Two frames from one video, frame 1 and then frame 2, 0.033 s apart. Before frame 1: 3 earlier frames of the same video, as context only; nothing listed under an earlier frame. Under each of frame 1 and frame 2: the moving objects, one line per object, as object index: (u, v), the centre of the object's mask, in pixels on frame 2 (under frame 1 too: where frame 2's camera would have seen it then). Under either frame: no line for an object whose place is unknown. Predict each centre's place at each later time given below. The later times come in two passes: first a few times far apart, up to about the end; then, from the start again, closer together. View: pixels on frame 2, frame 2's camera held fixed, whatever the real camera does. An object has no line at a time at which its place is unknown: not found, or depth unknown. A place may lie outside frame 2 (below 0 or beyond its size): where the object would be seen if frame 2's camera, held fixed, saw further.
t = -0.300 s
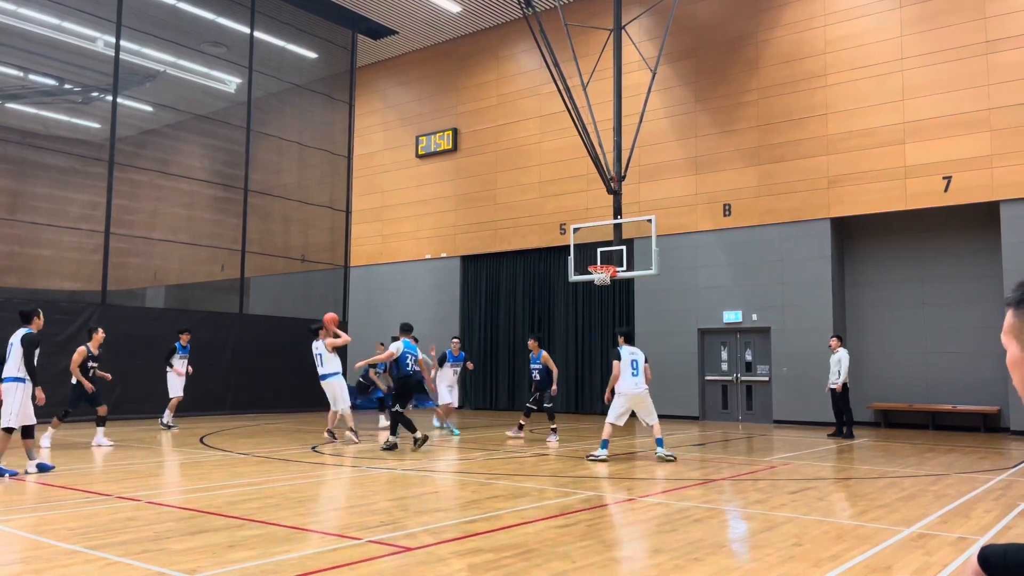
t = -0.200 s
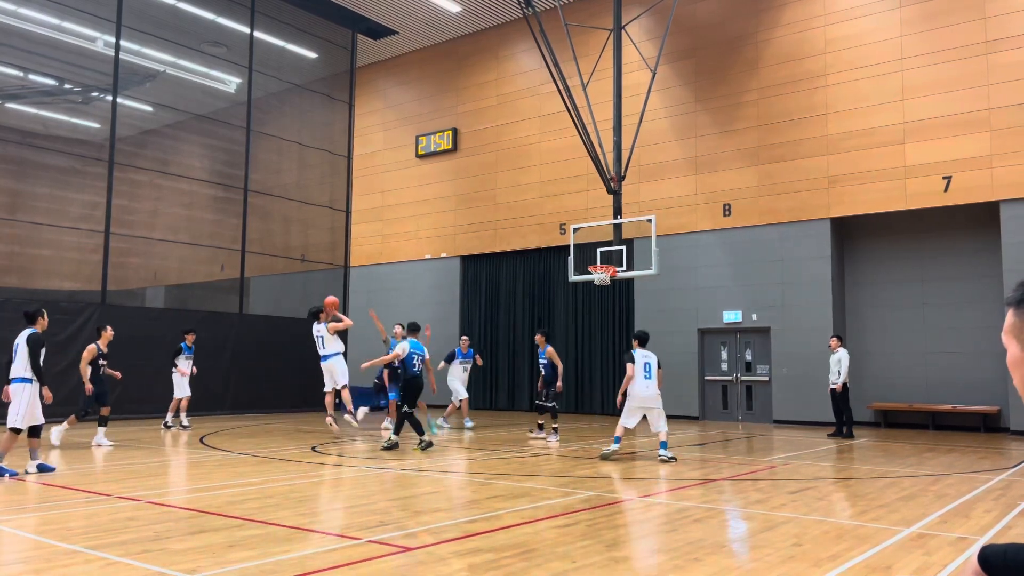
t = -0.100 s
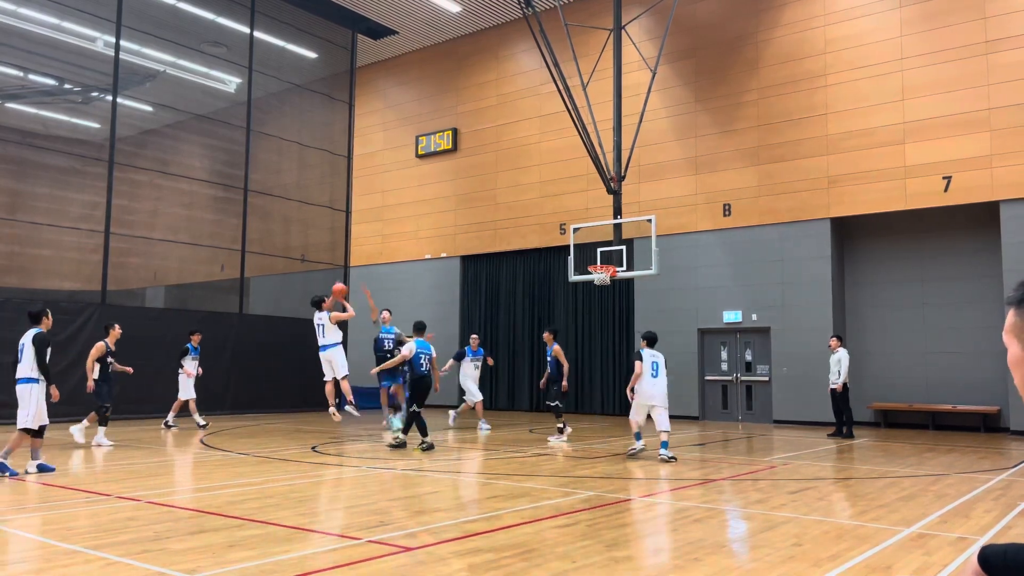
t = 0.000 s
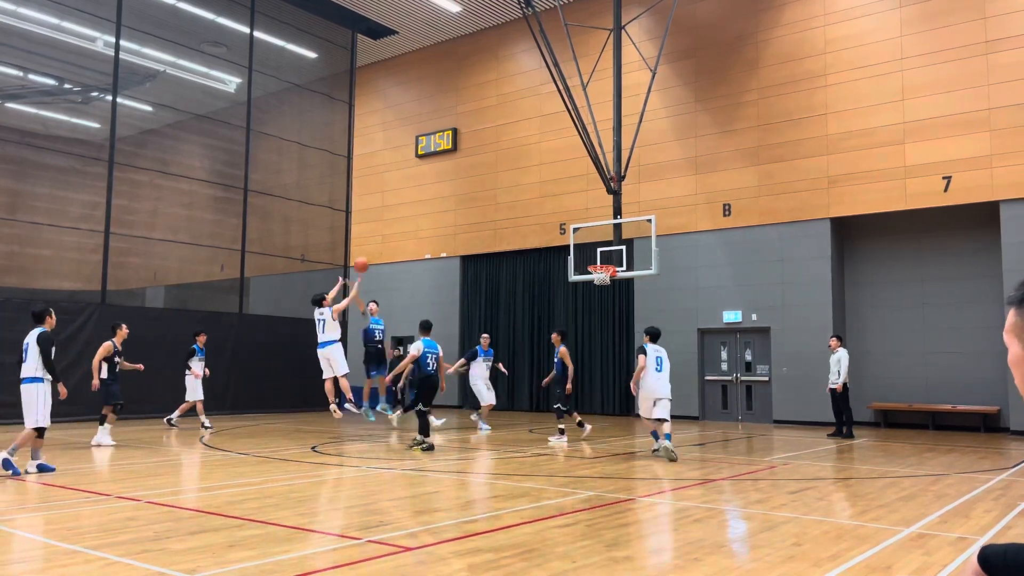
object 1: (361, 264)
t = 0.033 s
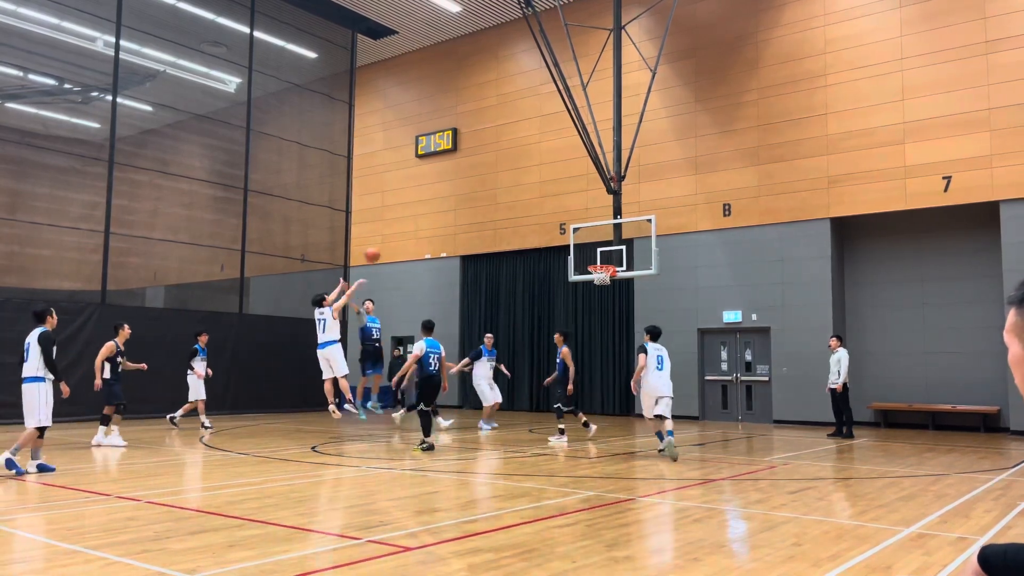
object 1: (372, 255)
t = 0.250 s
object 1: (440, 211)
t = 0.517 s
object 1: (512, 197)
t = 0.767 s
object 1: (572, 218)
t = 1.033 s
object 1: (609, 258)
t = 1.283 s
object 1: (581, 240)
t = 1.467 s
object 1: (558, 250)
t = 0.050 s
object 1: (378, 250)
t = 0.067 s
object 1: (383, 246)
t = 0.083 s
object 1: (389, 242)
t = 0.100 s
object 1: (394, 237)
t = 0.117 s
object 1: (399, 234)
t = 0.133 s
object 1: (404, 230)
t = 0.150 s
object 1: (410, 227)
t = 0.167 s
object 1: (415, 224)
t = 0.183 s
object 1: (420, 221)
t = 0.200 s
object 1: (425, 218)
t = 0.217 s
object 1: (430, 216)
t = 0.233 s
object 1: (435, 213)
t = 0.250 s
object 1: (440, 211)
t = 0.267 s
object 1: (445, 209)
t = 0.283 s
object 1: (450, 207)
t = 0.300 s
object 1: (454, 205)
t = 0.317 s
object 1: (459, 203)
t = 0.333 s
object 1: (464, 202)
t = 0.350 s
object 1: (468, 201)
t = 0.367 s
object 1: (473, 200)
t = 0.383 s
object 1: (478, 199)
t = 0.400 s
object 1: (482, 198)
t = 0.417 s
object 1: (486, 197)
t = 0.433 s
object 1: (491, 197)
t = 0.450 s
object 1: (495, 197)
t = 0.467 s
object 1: (500, 197)
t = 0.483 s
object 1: (504, 196)
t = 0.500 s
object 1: (508, 197)
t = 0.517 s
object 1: (512, 197)
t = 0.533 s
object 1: (516, 198)
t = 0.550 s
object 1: (521, 198)
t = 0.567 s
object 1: (525, 199)
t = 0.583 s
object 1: (529, 200)
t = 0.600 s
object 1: (533, 201)
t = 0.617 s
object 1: (537, 202)
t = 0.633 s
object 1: (541, 203)
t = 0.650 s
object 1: (545, 205)
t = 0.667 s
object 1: (550, 206)
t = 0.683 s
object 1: (553, 208)
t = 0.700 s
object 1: (557, 210)
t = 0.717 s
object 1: (561, 212)
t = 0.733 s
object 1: (565, 214)
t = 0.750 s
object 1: (568, 216)
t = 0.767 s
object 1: (572, 218)
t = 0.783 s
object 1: (576, 221)
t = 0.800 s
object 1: (579, 223)
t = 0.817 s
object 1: (584, 226)
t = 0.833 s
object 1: (587, 230)
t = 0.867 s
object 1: (594, 235)
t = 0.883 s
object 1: (598, 238)
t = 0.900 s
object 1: (601, 242)
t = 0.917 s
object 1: (606, 245)
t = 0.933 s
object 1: (609, 249)
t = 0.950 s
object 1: (613, 253)
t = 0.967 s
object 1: (614, 256)
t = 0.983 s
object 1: (614, 258)
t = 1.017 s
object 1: (611, 259)
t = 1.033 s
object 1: (609, 258)
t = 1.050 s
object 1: (608, 256)
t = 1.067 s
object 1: (605, 254)
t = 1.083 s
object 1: (604, 252)
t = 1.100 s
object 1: (602, 250)
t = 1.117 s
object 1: (600, 248)
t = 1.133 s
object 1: (598, 247)
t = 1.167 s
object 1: (594, 244)
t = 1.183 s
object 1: (593, 243)
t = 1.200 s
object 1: (590, 242)
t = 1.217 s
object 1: (588, 242)
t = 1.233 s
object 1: (586, 241)
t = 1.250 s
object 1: (585, 241)
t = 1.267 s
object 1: (582, 241)
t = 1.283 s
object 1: (581, 240)
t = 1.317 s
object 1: (576, 241)
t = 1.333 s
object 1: (574, 241)
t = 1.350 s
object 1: (573, 242)
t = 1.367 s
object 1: (570, 242)
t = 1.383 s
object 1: (569, 243)
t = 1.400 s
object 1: (566, 244)
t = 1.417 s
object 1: (564, 246)
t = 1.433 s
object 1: (562, 248)
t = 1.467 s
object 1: (558, 250)
